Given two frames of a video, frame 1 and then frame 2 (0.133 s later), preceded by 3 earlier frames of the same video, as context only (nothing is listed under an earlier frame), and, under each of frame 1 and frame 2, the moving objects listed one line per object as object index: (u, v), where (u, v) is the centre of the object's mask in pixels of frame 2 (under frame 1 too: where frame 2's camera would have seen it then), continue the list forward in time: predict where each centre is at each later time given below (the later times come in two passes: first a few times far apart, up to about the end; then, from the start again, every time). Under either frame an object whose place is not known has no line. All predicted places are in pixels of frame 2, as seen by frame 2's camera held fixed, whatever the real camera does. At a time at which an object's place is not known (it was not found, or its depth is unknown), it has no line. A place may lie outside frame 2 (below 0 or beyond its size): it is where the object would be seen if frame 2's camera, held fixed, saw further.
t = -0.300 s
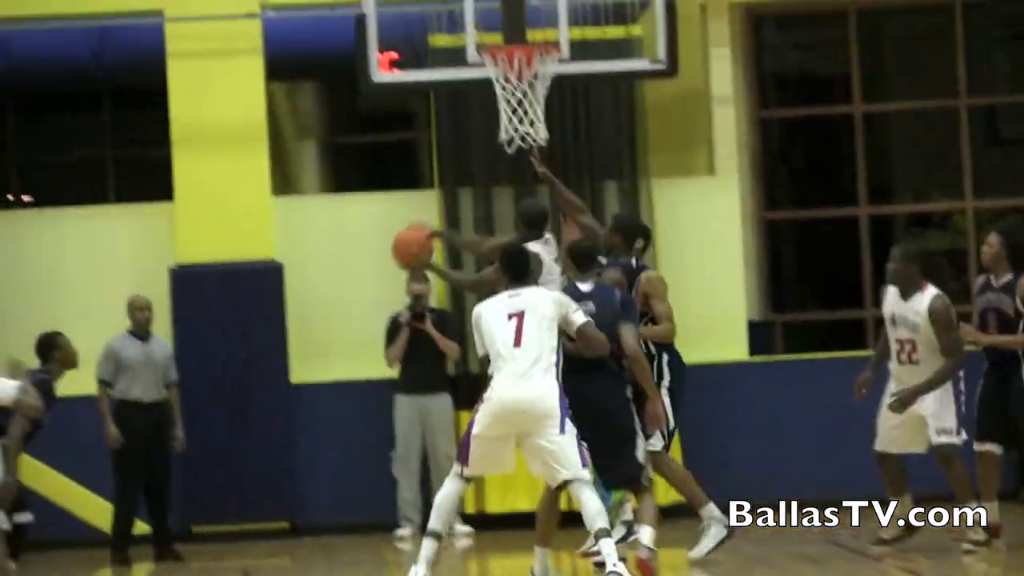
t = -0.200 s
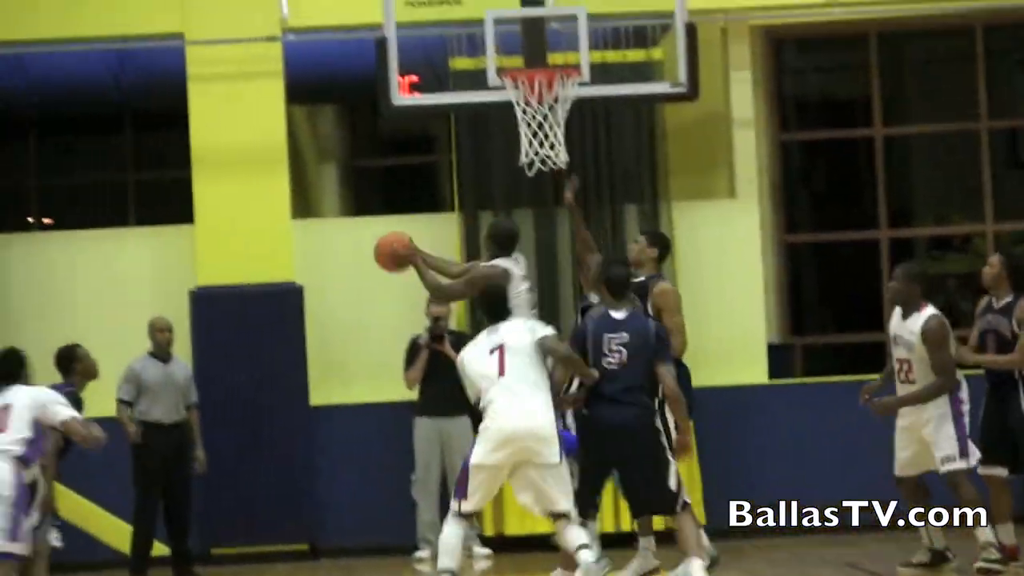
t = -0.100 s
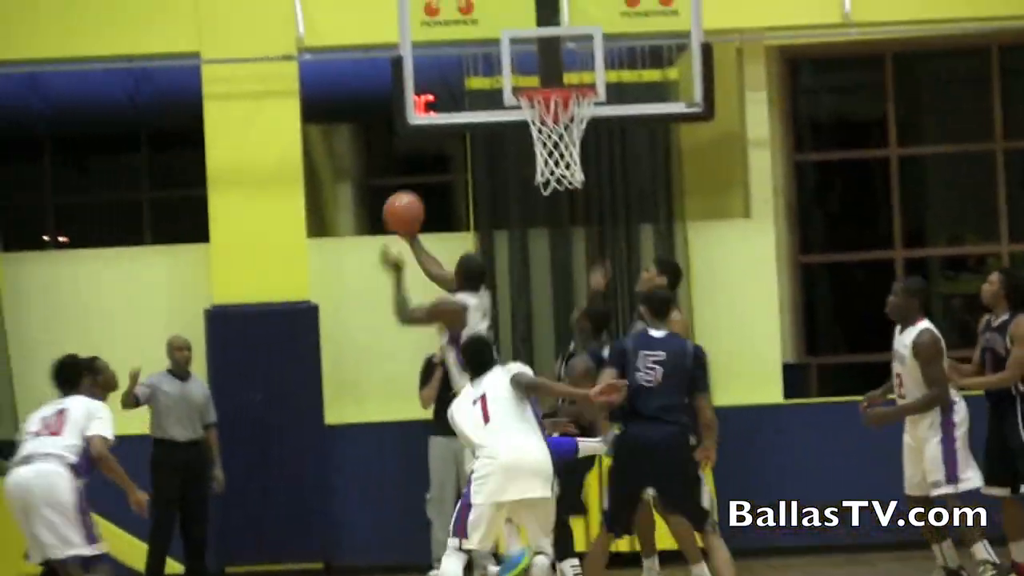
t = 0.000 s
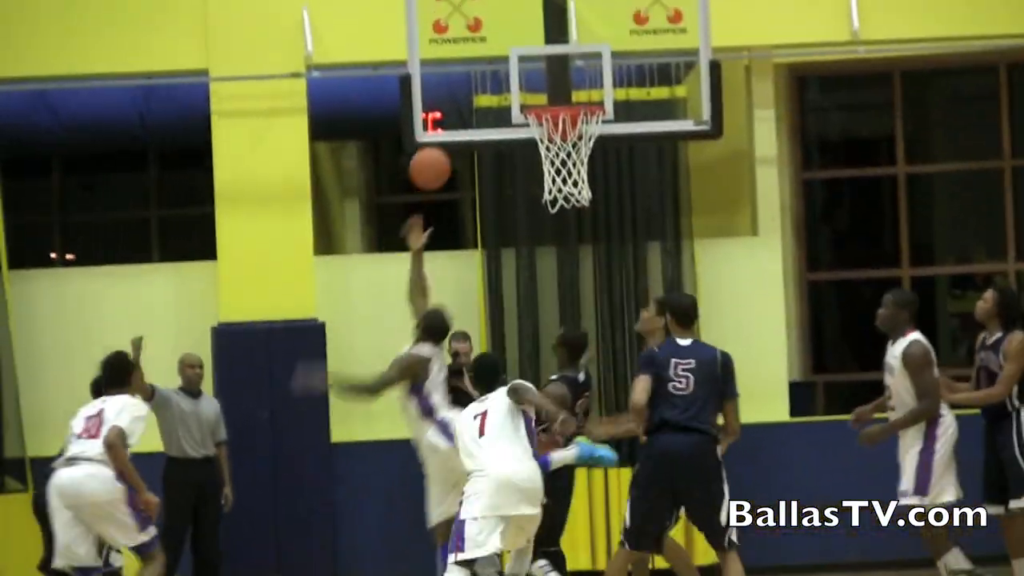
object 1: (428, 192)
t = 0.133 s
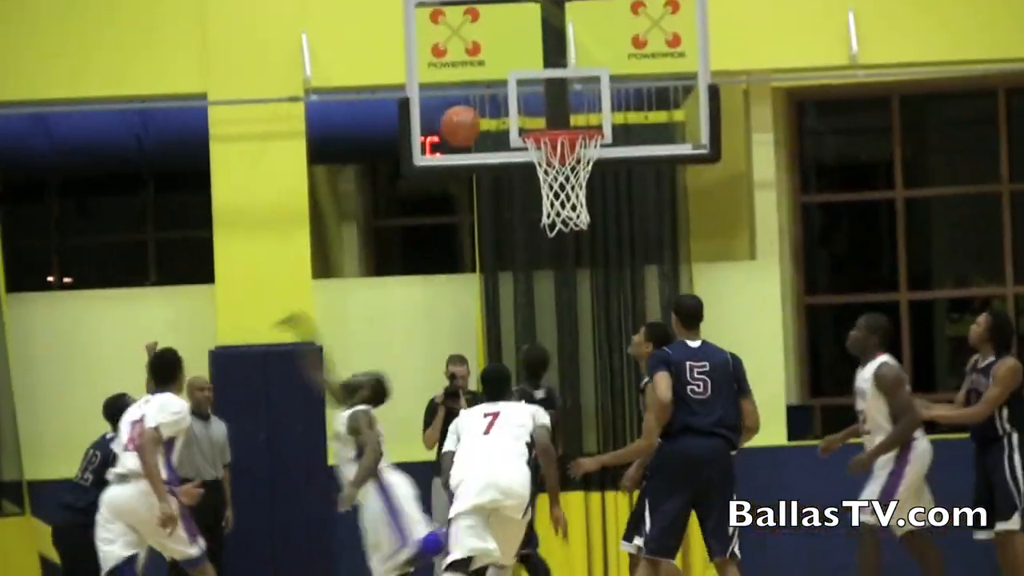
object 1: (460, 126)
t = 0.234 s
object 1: (485, 96)
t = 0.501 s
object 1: (552, 96)
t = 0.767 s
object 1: (592, 107)
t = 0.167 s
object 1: (468, 115)
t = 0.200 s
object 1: (476, 104)
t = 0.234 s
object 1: (485, 96)
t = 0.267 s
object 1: (492, 91)
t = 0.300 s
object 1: (501, 86)
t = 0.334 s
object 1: (509, 83)
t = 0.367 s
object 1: (518, 82)
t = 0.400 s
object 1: (527, 83)
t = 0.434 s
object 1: (536, 86)
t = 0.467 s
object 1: (544, 90)
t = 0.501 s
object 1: (552, 96)
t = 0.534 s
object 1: (558, 94)
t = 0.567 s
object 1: (563, 94)
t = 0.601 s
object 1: (568, 94)
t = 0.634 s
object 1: (574, 97)
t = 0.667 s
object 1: (580, 101)
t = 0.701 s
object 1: (587, 108)
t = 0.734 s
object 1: (592, 113)
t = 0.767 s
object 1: (592, 107)
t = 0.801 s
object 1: (591, 102)
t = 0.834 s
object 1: (591, 99)
